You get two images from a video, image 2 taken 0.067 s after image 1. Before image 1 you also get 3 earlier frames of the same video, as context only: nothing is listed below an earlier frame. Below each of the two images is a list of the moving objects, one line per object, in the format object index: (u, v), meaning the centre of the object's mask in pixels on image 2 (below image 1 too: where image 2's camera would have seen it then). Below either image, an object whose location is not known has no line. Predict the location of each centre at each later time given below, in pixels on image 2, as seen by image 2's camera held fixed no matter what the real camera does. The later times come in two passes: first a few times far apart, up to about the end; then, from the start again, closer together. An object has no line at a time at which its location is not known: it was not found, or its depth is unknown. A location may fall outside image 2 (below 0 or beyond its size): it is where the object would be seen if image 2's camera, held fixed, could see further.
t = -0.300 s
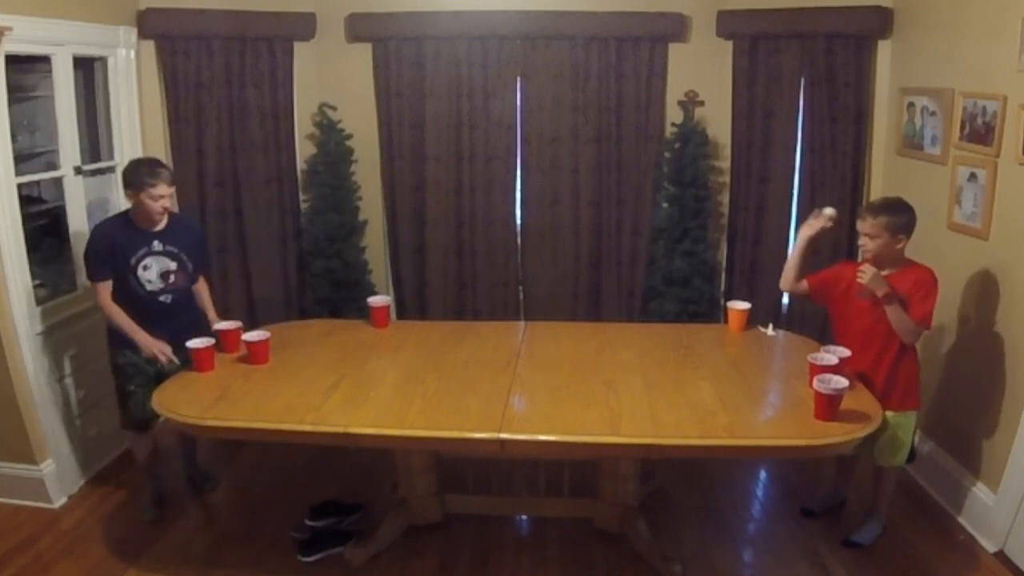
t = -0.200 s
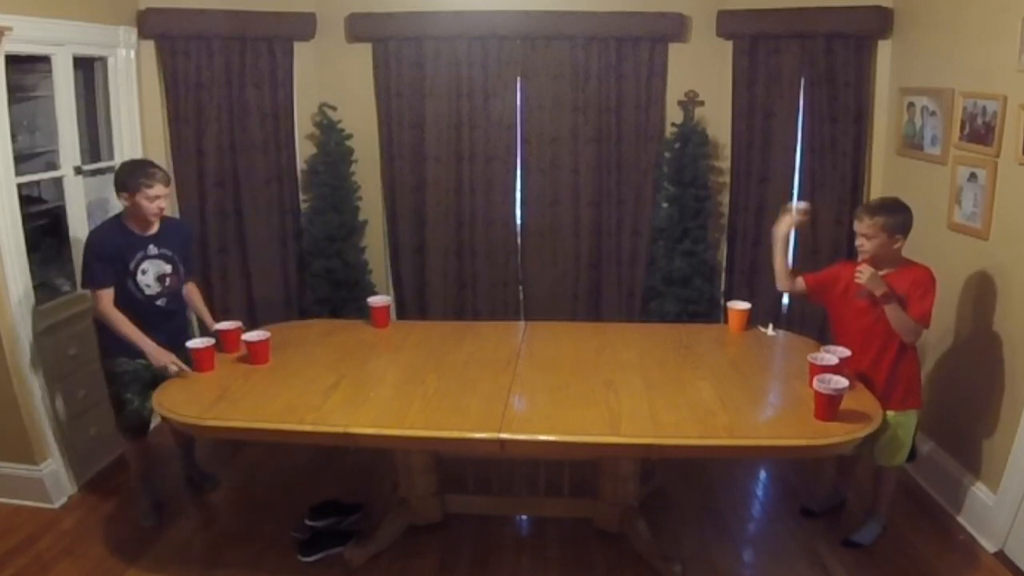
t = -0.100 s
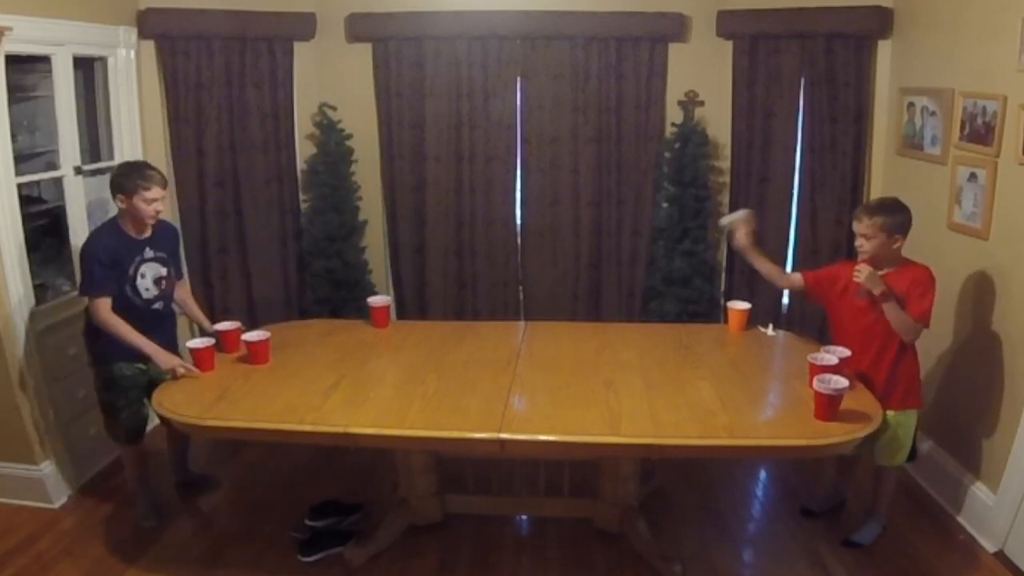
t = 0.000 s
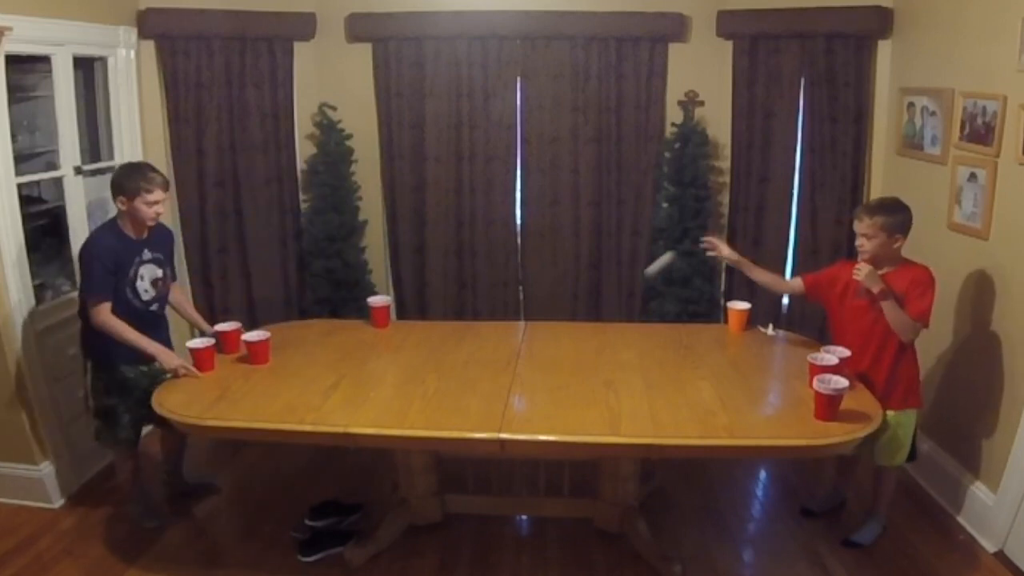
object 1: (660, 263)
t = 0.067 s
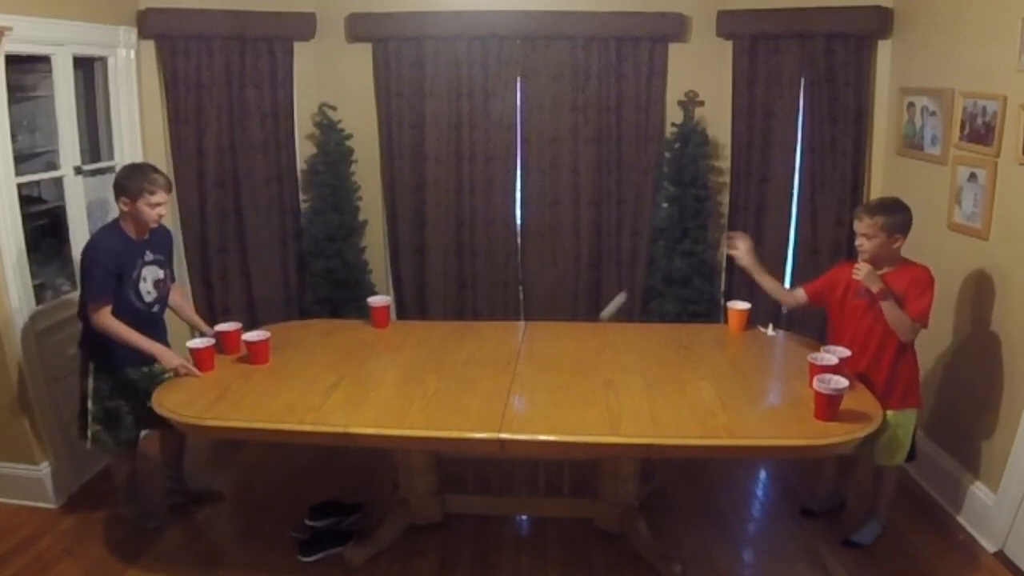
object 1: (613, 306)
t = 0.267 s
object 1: (518, 282)
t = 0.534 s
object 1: (418, 270)
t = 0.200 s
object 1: (543, 313)
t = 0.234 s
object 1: (532, 297)
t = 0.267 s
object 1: (518, 282)
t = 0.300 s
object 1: (505, 270)
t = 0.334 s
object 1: (492, 261)
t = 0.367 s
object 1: (480, 255)
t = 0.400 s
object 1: (467, 252)
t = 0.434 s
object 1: (455, 253)
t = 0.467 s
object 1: (442, 256)
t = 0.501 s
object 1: (430, 262)
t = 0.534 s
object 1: (418, 270)
